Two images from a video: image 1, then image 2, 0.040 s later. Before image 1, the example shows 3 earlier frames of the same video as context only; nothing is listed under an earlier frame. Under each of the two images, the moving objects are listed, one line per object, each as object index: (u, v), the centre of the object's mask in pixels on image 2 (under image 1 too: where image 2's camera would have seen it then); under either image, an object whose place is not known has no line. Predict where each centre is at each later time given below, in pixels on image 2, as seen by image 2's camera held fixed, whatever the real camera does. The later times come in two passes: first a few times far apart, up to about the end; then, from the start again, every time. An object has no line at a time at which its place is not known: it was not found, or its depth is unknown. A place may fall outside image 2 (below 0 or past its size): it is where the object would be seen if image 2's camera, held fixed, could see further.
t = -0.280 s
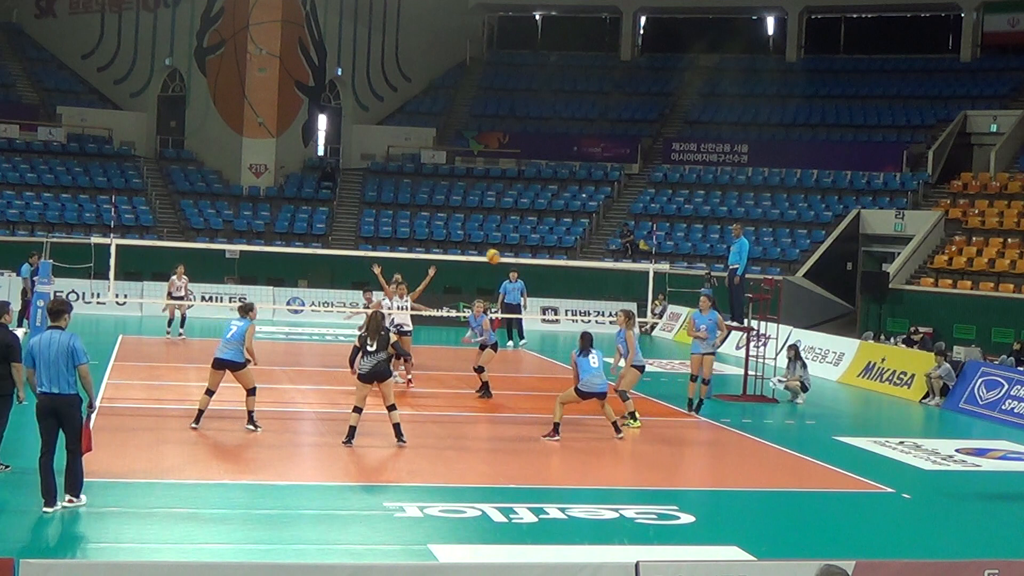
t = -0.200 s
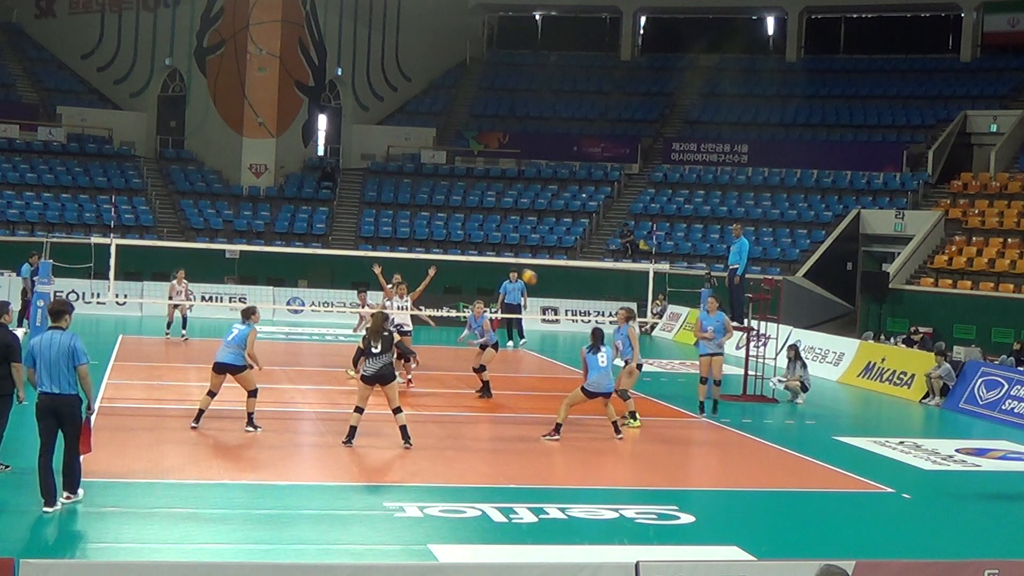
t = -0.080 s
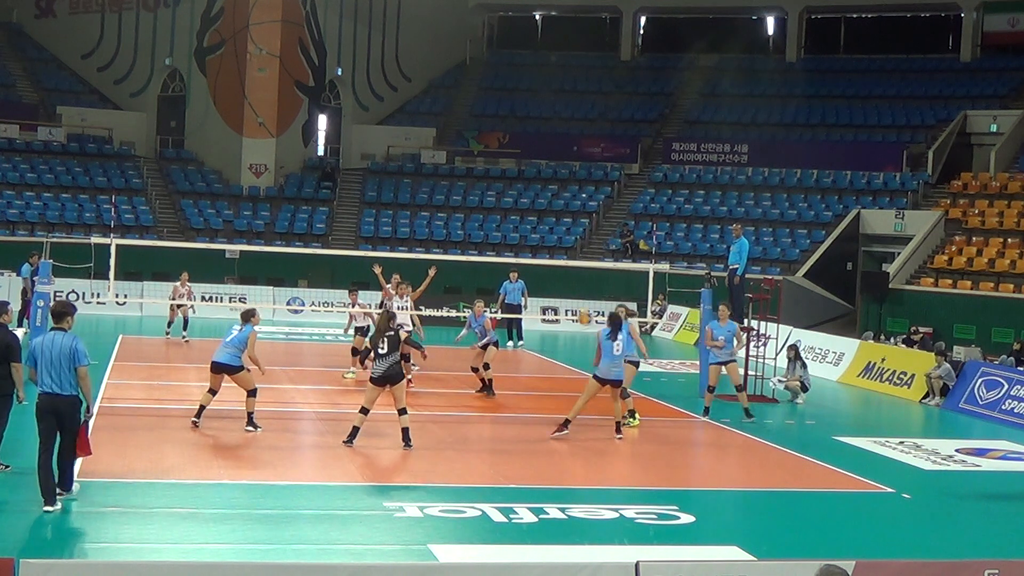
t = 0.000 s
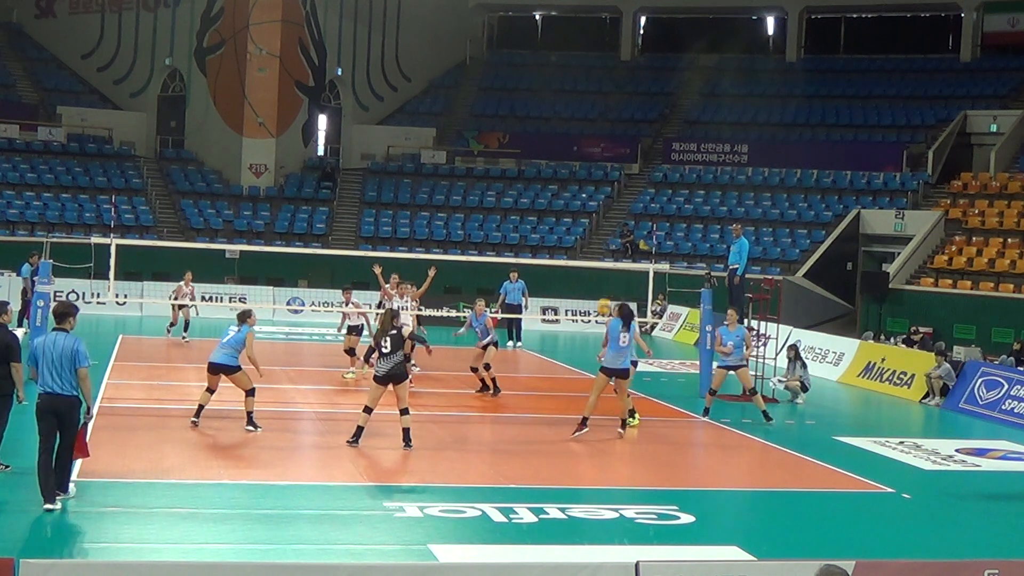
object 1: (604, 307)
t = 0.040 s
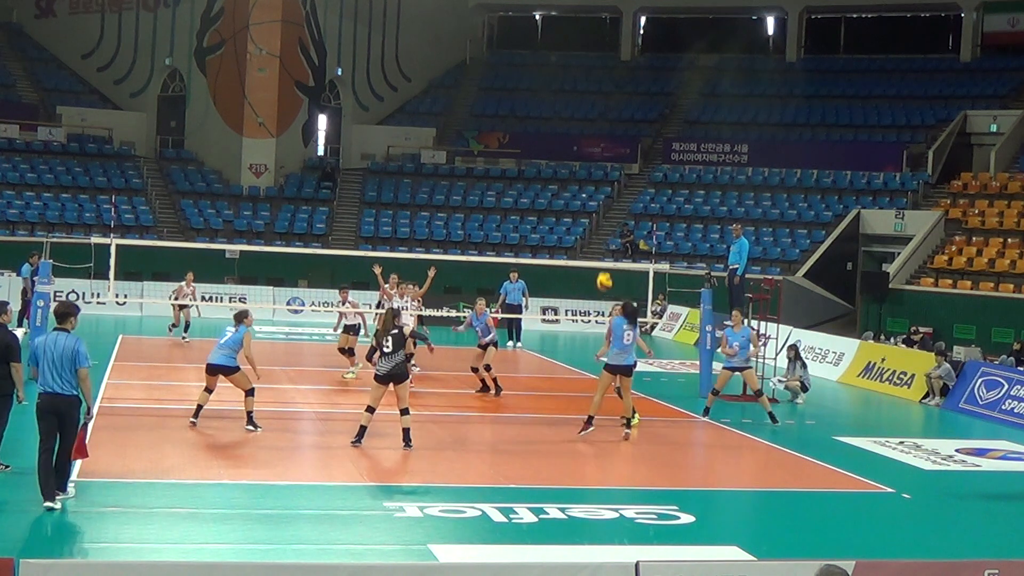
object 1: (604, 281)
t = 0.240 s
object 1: (602, 168)
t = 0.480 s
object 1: (599, 77)
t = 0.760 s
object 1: (593, 25)
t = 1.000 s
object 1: (585, 23)
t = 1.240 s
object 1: (576, 58)
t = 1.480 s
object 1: (564, 129)
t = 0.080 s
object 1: (604, 255)
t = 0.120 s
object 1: (603, 232)
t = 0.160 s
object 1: (603, 210)
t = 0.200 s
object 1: (603, 189)
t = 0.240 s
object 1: (602, 168)
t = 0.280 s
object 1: (602, 151)
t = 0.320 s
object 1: (601, 134)
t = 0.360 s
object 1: (601, 118)
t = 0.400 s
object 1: (600, 103)
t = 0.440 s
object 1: (600, 89)
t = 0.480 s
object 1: (599, 77)
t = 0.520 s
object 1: (598, 67)
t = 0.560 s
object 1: (597, 57)
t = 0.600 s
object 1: (596, 48)
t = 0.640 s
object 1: (595, 41)
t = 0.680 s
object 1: (595, 34)
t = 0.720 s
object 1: (593, 29)
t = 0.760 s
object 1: (593, 25)
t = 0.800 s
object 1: (591, 22)
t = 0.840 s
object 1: (590, 20)
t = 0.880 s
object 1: (589, 19)
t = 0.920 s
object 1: (588, 19)
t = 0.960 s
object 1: (586, 20)
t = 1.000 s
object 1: (585, 23)
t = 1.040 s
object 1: (584, 26)
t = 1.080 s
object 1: (582, 30)
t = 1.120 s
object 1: (581, 36)
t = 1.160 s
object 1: (579, 42)
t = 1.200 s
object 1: (578, 50)
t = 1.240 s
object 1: (576, 58)
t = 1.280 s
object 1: (574, 68)
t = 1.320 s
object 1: (573, 78)
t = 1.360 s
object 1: (571, 89)
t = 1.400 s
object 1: (568, 102)
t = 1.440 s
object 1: (566, 116)
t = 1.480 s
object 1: (564, 129)
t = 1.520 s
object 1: (562, 145)
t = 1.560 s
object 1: (561, 161)
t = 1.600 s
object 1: (558, 178)
